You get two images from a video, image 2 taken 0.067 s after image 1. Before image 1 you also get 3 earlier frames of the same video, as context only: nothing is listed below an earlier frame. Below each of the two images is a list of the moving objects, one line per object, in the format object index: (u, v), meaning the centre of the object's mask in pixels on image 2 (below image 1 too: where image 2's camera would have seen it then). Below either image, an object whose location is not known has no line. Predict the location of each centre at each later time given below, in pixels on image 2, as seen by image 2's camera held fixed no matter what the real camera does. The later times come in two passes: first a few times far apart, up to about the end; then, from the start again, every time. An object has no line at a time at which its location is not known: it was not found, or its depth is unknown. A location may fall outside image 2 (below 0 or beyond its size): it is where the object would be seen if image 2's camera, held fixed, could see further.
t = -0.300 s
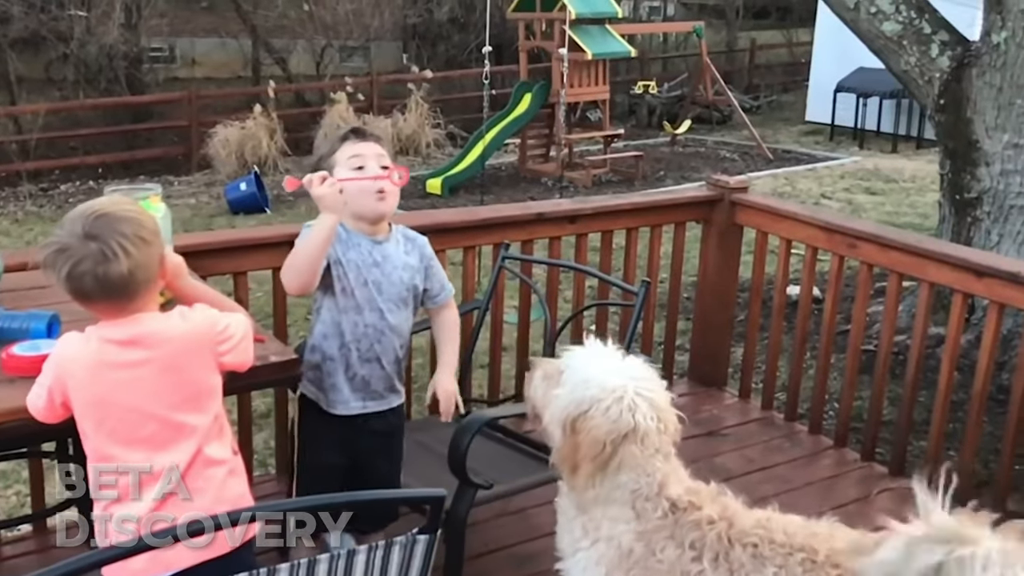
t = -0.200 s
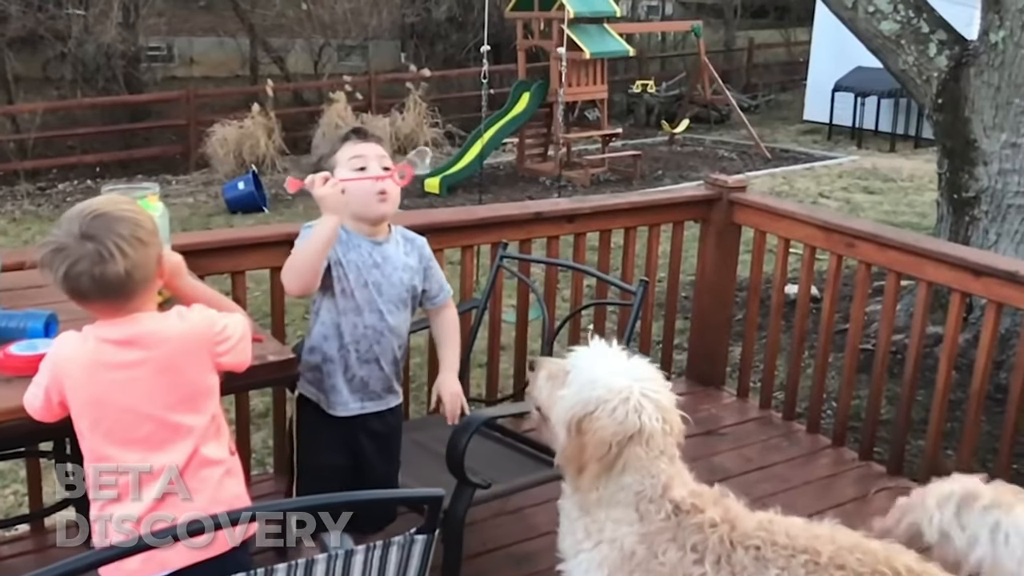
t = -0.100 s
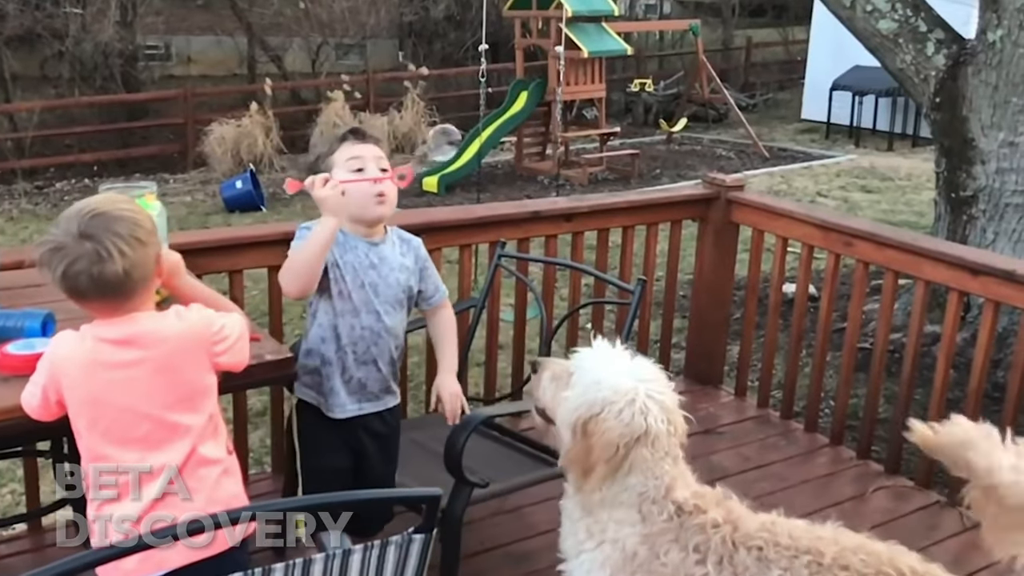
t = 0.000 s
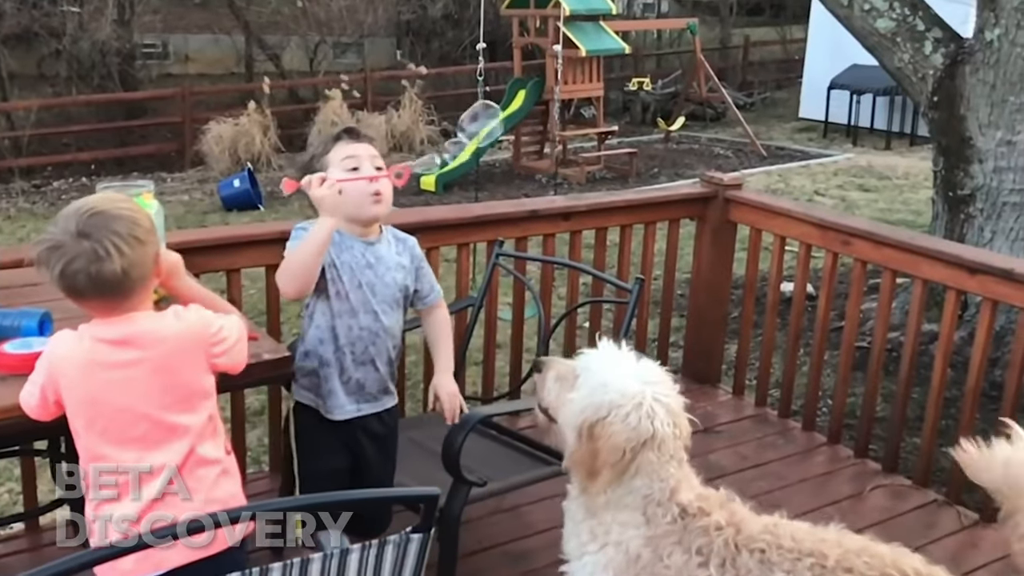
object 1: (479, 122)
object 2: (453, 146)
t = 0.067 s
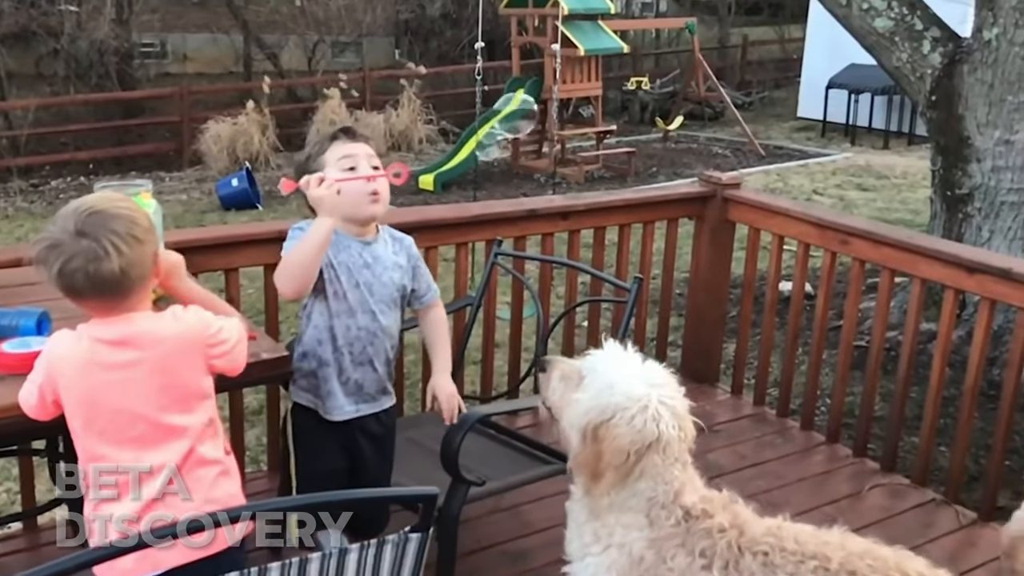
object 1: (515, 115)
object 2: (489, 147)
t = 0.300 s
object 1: (599, 108)
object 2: (565, 152)
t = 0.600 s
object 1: (656, 109)
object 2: (614, 168)
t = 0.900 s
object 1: (679, 111)
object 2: (636, 175)
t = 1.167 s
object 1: (702, 113)
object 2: (656, 185)
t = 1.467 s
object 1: (723, 117)
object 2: (678, 195)
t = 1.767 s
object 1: (745, 121)
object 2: (699, 204)
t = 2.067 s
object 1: (766, 124)
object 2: (719, 211)
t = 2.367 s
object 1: (783, 126)
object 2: (730, 217)
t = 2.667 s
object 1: (797, 130)
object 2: (737, 224)
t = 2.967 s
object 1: (811, 131)
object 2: (743, 225)
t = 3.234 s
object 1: (820, 133)
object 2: (749, 226)
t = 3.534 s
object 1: (830, 134)
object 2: (755, 229)
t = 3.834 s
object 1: (839, 134)
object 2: (759, 231)
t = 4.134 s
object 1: (848, 133)
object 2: (764, 233)
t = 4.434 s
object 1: (857, 132)
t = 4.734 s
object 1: (866, 130)
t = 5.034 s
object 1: (876, 127)
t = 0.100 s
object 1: (535, 113)
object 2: (505, 144)
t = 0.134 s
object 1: (549, 111)
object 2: (517, 144)
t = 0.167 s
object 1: (563, 109)
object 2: (532, 146)
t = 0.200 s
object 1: (573, 108)
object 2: (540, 147)
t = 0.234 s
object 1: (584, 108)
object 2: (552, 149)
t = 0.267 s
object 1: (593, 107)
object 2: (558, 151)
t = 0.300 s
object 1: (599, 108)
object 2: (565, 152)
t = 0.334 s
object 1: (611, 107)
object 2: (573, 154)
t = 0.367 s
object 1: (619, 107)
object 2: (581, 157)
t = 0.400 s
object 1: (626, 107)
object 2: (588, 159)
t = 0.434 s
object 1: (631, 107)
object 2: (593, 160)
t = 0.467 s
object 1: (636, 108)
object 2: (598, 162)
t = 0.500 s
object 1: (641, 108)
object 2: (602, 164)
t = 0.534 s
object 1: (648, 109)
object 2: (607, 166)
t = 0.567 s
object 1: (654, 109)
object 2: (612, 168)
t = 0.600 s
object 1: (656, 109)
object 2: (614, 168)
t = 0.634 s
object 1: (659, 109)
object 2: (617, 169)
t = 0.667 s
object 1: (661, 109)
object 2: (619, 170)
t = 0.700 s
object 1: (664, 109)
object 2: (621, 171)
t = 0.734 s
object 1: (666, 109)
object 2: (623, 171)
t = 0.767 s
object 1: (668, 109)
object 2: (626, 172)
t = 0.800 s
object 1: (671, 109)
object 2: (628, 174)
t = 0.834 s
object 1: (674, 110)
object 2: (631, 175)
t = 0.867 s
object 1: (676, 110)
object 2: (633, 175)
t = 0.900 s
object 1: (679, 111)
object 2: (636, 175)
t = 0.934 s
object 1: (682, 111)
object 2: (638, 176)
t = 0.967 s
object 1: (684, 112)
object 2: (640, 176)
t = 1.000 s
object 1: (689, 111)
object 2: (643, 178)
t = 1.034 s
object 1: (692, 112)
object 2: (645, 181)
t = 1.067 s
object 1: (694, 112)
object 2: (648, 182)
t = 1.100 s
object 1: (697, 112)
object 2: (650, 183)
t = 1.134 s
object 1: (699, 113)
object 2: (653, 184)
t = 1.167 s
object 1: (702, 113)
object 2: (656, 185)
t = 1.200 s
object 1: (704, 113)
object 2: (658, 186)
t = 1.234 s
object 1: (706, 114)
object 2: (660, 188)
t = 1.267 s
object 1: (709, 114)
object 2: (663, 189)
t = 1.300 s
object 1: (711, 115)
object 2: (665, 190)
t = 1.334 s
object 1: (713, 115)
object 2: (668, 191)
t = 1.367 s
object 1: (716, 116)
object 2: (670, 192)
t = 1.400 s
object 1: (718, 116)
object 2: (673, 193)
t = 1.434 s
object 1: (721, 117)
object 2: (676, 194)
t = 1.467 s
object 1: (723, 117)
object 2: (678, 195)
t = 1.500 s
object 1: (726, 118)
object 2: (681, 196)
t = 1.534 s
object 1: (728, 118)
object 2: (683, 197)
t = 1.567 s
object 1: (731, 118)
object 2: (685, 198)
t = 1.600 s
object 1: (733, 119)
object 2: (687, 199)
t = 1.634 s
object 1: (736, 119)
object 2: (689, 200)
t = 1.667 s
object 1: (738, 120)
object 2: (692, 201)
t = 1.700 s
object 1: (740, 120)
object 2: (694, 202)
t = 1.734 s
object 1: (743, 120)
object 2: (697, 203)
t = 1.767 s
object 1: (745, 121)
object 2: (699, 204)
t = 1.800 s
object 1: (748, 121)
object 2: (701, 205)
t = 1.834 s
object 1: (750, 121)
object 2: (704, 205)
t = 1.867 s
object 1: (752, 122)
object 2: (706, 206)
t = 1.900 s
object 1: (754, 122)
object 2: (708, 207)
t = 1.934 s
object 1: (757, 122)
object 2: (710, 208)
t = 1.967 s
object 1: (759, 123)
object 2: (712, 209)
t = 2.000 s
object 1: (761, 123)
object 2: (715, 210)
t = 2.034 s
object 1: (763, 124)
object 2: (717, 210)
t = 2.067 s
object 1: (766, 124)
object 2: (719, 211)
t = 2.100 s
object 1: (768, 125)
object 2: (721, 212)
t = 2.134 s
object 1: (769, 125)
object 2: (722, 212)
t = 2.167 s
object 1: (771, 125)
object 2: (724, 213)
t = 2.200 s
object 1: (773, 126)
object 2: (726, 214)
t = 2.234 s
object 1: (775, 126)
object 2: (727, 215)
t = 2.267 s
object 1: (777, 126)
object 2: (728, 215)
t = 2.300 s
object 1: (779, 126)
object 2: (729, 216)
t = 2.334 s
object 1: (781, 126)
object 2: (730, 216)
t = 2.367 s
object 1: (783, 126)
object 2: (730, 217)
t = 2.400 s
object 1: (784, 127)
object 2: (731, 218)
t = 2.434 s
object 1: (786, 128)
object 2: (732, 219)
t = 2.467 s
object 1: (788, 128)
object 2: (734, 220)
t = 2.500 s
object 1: (790, 128)
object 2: (735, 221)
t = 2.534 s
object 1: (791, 129)
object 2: (735, 222)
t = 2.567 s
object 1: (793, 129)
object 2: (736, 223)
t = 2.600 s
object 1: (794, 129)
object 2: (736, 223)
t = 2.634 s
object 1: (796, 129)
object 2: (736, 224)
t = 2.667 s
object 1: (797, 130)
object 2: (737, 224)
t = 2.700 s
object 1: (799, 130)
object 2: (738, 225)
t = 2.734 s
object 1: (800, 130)
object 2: (738, 225)
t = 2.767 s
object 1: (802, 130)
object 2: (739, 225)
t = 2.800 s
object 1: (803, 130)
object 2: (739, 225)
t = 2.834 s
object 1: (805, 130)
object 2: (739, 225)
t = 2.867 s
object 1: (806, 131)
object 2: (740, 226)
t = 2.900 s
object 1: (808, 131)
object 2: (740, 226)
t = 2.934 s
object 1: (810, 131)
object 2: (741, 226)
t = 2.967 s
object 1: (811, 131)
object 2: (743, 225)
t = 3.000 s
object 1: (811, 131)
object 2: (744, 225)
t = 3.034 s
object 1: (813, 131)
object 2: (745, 225)
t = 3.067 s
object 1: (814, 132)
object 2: (745, 225)
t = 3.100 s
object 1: (815, 132)
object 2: (746, 226)
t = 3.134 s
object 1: (816, 133)
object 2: (746, 226)
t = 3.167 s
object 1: (817, 133)
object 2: (747, 226)
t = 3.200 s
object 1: (818, 133)
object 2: (748, 226)
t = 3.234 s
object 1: (820, 133)
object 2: (749, 226)
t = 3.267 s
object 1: (821, 133)
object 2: (750, 227)
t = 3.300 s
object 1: (822, 133)
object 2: (751, 227)
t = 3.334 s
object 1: (823, 133)
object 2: (751, 228)
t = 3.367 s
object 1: (824, 133)
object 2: (752, 228)
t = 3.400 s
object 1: (825, 133)
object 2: (752, 228)
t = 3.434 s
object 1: (826, 133)
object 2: (753, 228)
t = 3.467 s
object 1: (828, 134)
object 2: (754, 229)
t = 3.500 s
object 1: (829, 134)
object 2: (754, 229)
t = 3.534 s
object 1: (830, 134)
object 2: (755, 229)
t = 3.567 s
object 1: (831, 134)
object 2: (756, 229)
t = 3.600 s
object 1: (832, 134)
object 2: (756, 229)
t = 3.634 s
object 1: (833, 134)
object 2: (757, 230)
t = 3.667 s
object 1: (834, 134)
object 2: (757, 230)
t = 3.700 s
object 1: (834, 134)
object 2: (757, 231)
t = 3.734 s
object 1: (835, 134)
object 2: (758, 231)
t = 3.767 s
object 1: (837, 134)
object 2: (758, 231)
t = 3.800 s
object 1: (838, 134)
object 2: (759, 231)
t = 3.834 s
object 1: (839, 134)
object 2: (759, 231)
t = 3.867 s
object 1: (840, 134)
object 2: (760, 232)
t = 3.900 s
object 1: (841, 134)
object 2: (760, 232)
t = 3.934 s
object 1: (842, 134)
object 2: (761, 232)
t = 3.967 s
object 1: (844, 134)
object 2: (762, 232)
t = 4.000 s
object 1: (845, 134)
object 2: (762, 233)
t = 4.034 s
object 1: (845, 134)
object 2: (763, 233)
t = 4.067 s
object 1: (846, 134)
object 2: (763, 233)
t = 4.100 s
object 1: (847, 134)
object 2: (764, 233)
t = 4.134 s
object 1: (848, 133)
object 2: (764, 233)
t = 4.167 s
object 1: (848, 133)
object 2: (765, 233)
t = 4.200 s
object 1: (849, 133)
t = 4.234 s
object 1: (851, 133)
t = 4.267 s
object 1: (851, 133)
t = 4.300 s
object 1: (853, 133)
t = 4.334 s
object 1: (854, 133)
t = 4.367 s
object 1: (855, 133)
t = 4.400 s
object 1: (856, 133)
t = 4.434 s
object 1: (857, 132)
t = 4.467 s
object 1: (858, 132)
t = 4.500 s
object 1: (859, 132)
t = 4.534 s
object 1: (860, 132)
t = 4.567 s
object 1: (861, 131)
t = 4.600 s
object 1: (862, 131)
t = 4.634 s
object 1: (863, 131)
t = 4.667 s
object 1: (864, 131)
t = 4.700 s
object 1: (865, 131)
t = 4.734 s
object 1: (866, 130)
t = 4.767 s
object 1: (867, 130)
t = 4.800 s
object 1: (868, 130)
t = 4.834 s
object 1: (869, 129)
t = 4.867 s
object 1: (870, 129)
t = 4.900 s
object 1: (871, 129)
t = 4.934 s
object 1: (872, 128)
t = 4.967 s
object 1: (873, 128)
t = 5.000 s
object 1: (875, 127)
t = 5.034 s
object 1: (876, 127)
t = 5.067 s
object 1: (877, 127)
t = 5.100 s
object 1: (879, 126)
